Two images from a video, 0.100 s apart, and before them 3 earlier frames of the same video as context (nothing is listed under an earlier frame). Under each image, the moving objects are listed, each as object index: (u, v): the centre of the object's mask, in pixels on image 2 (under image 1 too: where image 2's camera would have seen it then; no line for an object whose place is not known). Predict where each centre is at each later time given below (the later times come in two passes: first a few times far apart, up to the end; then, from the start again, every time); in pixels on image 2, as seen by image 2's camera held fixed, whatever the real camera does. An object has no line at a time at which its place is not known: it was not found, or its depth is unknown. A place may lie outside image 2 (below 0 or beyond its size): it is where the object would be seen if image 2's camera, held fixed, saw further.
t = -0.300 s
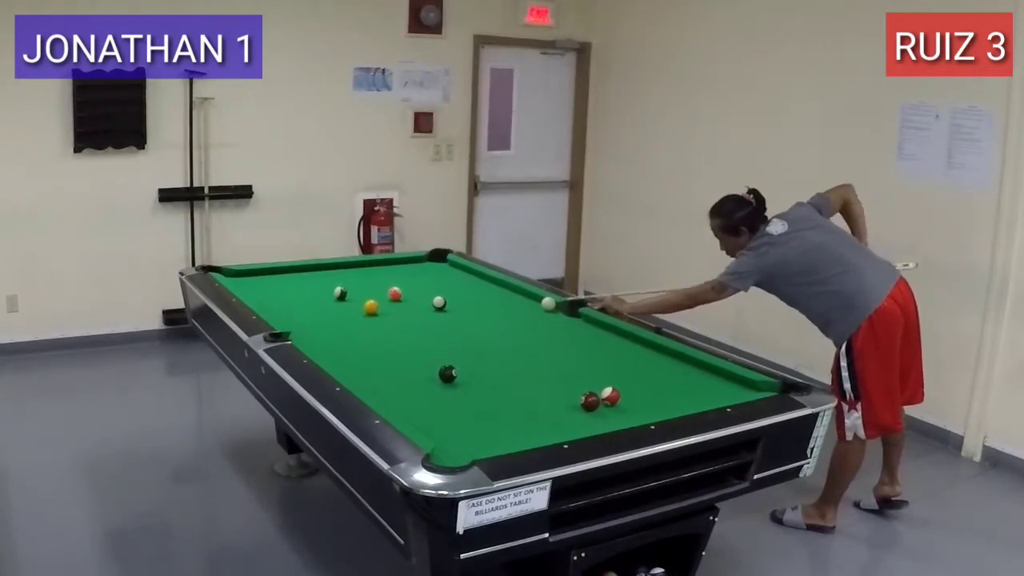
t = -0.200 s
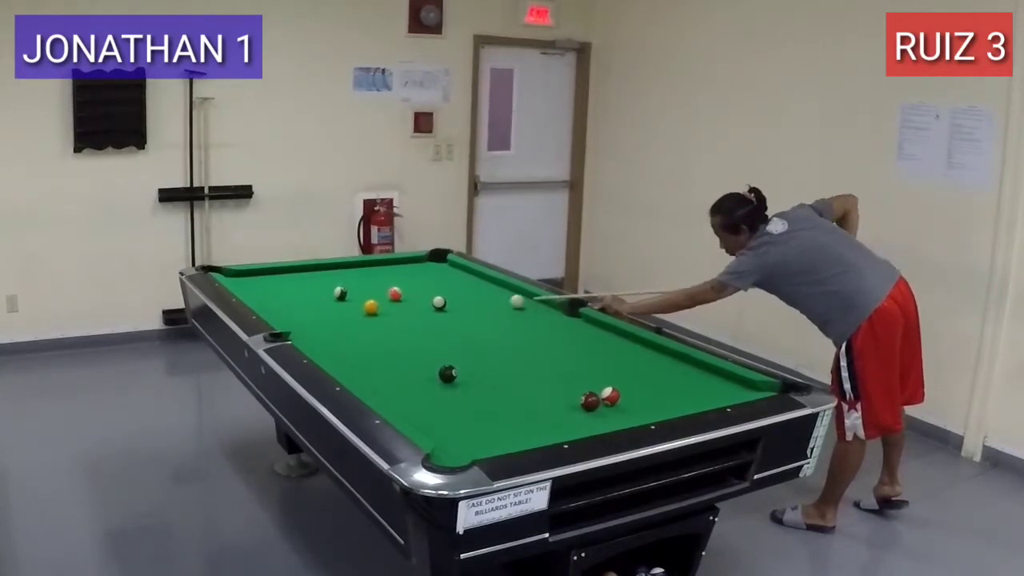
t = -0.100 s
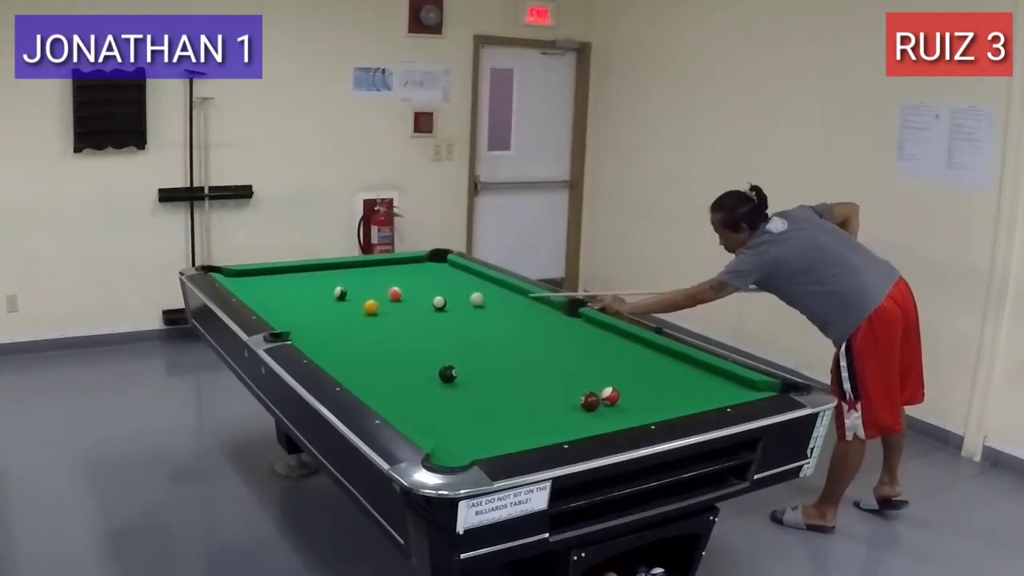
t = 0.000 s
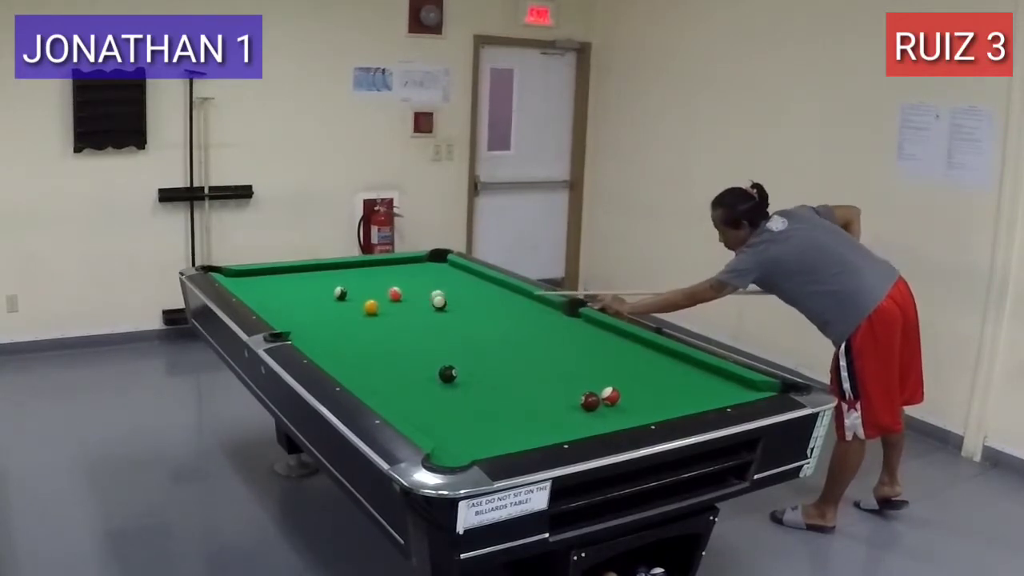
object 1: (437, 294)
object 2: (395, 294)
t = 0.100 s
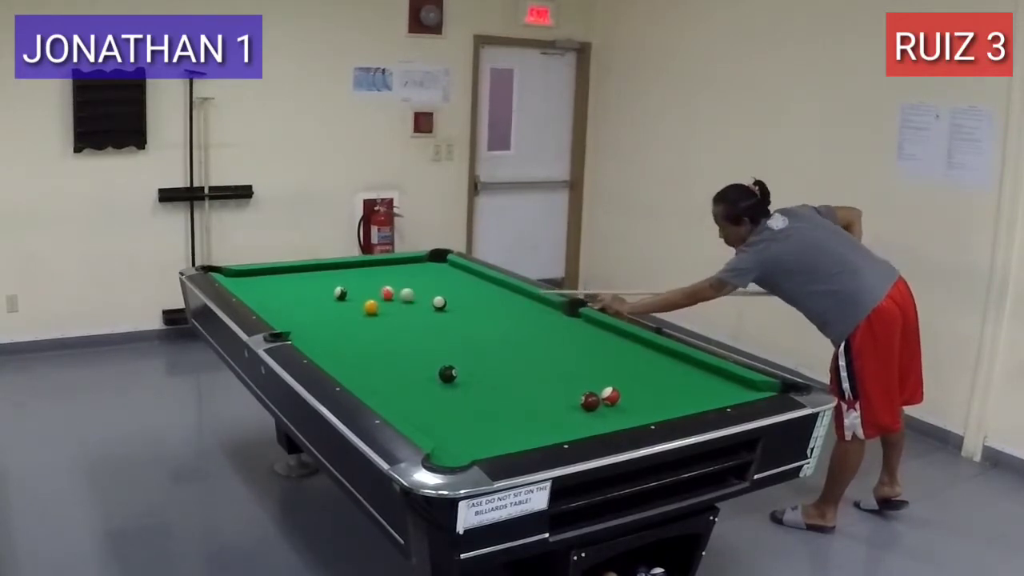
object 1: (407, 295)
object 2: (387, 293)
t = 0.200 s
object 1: (400, 295)
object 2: (358, 290)
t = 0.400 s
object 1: (379, 295)
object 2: (313, 286)
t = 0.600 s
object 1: (359, 296)
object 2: (273, 282)
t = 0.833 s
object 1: (337, 296)
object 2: (230, 276)
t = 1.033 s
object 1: (320, 297)
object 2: (238, 273)
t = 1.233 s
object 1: (304, 297)
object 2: (251, 273)
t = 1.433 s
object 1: (290, 298)
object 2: (264, 274)
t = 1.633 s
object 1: (276, 298)
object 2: (276, 275)
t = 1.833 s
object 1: (265, 298)
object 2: (288, 276)
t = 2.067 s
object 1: (256, 297)
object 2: (300, 277)
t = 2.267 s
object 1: (260, 297)
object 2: (309, 278)
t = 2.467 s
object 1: (263, 297)
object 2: (317, 279)
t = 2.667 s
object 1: (265, 297)
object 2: (324, 280)
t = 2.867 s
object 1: (265, 297)
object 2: (329, 281)
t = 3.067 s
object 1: (265, 297)
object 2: (333, 281)
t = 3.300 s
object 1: (265, 297)
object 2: (338, 281)
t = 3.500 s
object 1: (265, 297)
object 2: (340, 281)
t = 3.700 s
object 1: (265, 297)
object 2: (341, 281)
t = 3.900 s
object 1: (265, 297)
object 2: (341, 281)
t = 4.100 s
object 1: (265, 297)
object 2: (340, 281)
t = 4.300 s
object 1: (265, 297)
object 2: (340, 281)
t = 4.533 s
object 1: (265, 297)
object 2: (341, 281)
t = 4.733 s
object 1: (265, 296)
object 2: (340, 281)
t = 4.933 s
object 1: (265, 297)
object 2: (341, 281)
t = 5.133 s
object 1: (265, 297)
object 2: (341, 282)
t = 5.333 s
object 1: (265, 297)
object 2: (341, 281)
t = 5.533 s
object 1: (265, 297)
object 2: (341, 281)
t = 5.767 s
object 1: (265, 297)
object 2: (341, 282)
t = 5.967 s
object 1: (265, 297)
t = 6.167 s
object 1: (265, 297)
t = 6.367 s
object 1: (265, 297)
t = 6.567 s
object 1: (265, 297)
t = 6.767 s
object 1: (265, 297)
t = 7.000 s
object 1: (265, 297)
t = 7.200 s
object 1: (265, 297)
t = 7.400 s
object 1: (265, 297)
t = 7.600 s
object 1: (265, 297)
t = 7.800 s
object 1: (265, 297)
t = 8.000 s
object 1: (265, 297)
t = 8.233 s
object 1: (265, 297)
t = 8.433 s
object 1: (265, 297)
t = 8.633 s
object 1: (265, 297)
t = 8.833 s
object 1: (265, 297)
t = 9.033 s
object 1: (265, 297)
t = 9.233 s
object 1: (265, 297)
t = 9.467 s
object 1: (265, 297)
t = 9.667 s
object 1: (265, 297)
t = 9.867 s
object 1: (265, 297)
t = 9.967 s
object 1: (265, 297)
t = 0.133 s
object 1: (405, 295)
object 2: (377, 292)
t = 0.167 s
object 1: (403, 295)
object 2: (366, 291)
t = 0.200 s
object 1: (400, 295)
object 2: (358, 290)
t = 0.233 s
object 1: (396, 295)
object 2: (350, 288)
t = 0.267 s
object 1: (393, 295)
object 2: (344, 285)
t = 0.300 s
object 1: (389, 295)
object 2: (333, 286)
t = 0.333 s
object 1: (386, 295)
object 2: (328, 287)
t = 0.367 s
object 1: (382, 295)
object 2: (321, 287)
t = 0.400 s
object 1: (379, 295)
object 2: (313, 286)
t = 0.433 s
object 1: (376, 295)
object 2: (306, 285)
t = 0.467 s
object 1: (372, 294)
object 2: (300, 284)
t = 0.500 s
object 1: (368, 294)
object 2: (293, 284)
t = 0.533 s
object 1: (365, 295)
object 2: (286, 284)
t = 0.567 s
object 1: (362, 295)
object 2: (280, 283)
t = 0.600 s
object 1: (359, 296)
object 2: (273, 282)
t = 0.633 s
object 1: (356, 296)
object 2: (266, 281)
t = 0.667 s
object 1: (353, 296)
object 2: (260, 281)
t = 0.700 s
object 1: (350, 296)
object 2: (254, 280)
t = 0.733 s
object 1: (346, 296)
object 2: (248, 280)
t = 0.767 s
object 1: (343, 296)
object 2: (242, 279)
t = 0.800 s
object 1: (340, 296)
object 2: (236, 278)
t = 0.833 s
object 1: (337, 296)
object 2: (230, 276)
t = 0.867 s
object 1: (334, 296)
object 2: (231, 276)
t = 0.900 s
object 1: (331, 296)
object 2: (233, 276)
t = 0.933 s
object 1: (329, 296)
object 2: (234, 275)
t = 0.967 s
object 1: (325, 297)
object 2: (235, 275)
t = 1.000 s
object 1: (322, 297)
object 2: (237, 274)
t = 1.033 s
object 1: (320, 297)
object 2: (238, 273)
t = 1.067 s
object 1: (317, 297)
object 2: (239, 273)
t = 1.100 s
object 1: (314, 297)
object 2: (242, 273)
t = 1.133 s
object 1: (312, 297)
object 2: (244, 273)
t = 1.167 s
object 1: (309, 297)
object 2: (246, 273)
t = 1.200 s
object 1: (307, 297)
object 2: (249, 273)
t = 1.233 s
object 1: (304, 297)
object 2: (251, 273)
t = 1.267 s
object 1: (301, 297)
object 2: (254, 273)
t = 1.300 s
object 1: (299, 297)
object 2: (256, 274)
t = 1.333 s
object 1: (297, 297)
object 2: (258, 274)
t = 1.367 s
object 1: (294, 298)
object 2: (261, 274)
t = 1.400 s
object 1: (292, 298)
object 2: (262, 274)
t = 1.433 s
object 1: (290, 298)
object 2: (264, 274)
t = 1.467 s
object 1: (287, 297)
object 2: (267, 274)
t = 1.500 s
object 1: (285, 298)
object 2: (269, 274)
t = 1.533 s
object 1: (283, 298)
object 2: (271, 274)
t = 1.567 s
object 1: (280, 298)
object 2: (273, 275)
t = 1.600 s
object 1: (278, 298)
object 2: (275, 275)
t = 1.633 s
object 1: (276, 298)
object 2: (276, 275)
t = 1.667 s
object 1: (274, 298)
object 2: (279, 275)
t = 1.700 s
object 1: (272, 298)
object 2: (281, 275)
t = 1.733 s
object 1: (270, 298)
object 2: (283, 275)
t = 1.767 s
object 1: (268, 298)
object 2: (285, 276)
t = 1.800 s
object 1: (266, 298)
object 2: (287, 276)
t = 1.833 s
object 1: (265, 298)
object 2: (288, 276)
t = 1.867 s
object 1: (263, 298)
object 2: (290, 276)
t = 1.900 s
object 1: (261, 298)
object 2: (291, 276)
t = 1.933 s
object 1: (260, 297)
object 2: (293, 277)
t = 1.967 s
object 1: (258, 297)
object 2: (295, 277)
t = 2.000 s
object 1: (257, 297)
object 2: (297, 277)
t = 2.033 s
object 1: (256, 297)
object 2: (299, 277)
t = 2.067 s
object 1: (256, 297)
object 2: (300, 277)
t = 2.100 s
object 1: (256, 296)
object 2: (301, 277)
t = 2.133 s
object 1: (258, 297)
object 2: (303, 277)
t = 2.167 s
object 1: (258, 297)
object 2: (305, 277)
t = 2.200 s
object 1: (259, 297)
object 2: (306, 278)
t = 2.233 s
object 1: (260, 297)
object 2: (307, 278)
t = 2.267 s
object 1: (260, 297)
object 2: (309, 278)
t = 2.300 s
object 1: (261, 297)
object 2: (310, 278)
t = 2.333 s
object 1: (261, 297)
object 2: (312, 278)
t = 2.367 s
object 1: (261, 297)
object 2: (313, 278)
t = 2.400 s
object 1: (262, 297)
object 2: (314, 278)
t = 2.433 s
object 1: (262, 297)
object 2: (316, 278)
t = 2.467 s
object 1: (263, 297)
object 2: (317, 279)
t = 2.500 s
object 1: (263, 297)
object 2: (318, 279)
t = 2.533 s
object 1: (264, 297)
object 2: (320, 279)
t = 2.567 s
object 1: (264, 297)
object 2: (321, 279)
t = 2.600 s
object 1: (265, 297)
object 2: (322, 280)
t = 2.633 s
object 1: (265, 297)
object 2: (323, 280)
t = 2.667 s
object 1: (265, 297)
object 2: (324, 280)
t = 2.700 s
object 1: (265, 297)
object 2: (324, 280)
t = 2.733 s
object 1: (265, 297)
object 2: (325, 280)
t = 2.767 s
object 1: (265, 297)
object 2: (326, 280)
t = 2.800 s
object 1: (266, 297)
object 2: (327, 280)
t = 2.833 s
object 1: (265, 297)
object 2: (327, 281)
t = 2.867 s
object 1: (265, 297)
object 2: (329, 281)
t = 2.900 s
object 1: (265, 297)
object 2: (329, 280)
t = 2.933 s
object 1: (265, 297)
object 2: (331, 281)
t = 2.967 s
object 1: (266, 297)
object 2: (332, 281)
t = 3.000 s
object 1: (265, 297)
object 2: (332, 281)
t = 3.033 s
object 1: (265, 297)
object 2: (333, 281)
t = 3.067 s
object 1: (265, 297)
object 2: (333, 281)
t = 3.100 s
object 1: (265, 297)
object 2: (334, 281)
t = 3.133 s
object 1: (265, 297)
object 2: (335, 281)
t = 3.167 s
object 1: (265, 297)
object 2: (335, 281)
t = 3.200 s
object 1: (265, 297)
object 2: (336, 281)
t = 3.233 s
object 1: (265, 297)
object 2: (337, 281)
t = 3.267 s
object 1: (265, 297)
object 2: (337, 281)
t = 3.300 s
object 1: (265, 297)
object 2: (338, 281)
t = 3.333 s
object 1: (265, 297)
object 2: (339, 281)
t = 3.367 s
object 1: (265, 297)
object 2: (339, 281)
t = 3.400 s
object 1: (265, 296)
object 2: (339, 281)
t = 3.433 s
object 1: (265, 296)
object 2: (339, 281)
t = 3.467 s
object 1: (265, 297)
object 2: (340, 281)
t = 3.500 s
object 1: (265, 297)
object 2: (340, 281)
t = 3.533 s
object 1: (265, 297)
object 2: (340, 281)
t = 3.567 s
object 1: (265, 297)
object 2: (340, 281)
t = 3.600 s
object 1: (265, 297)
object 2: (341, 281)
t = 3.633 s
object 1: (265, 297)
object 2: (341, 281)
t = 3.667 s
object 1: (265, 297)
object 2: (341, 281)
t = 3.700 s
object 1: (265, 297)
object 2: (341, 281)
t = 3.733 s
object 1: (265, 297)
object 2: (341, 281)
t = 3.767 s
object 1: (265, 297)
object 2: (341, 281)
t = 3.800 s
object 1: (265, 296)
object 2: (341, 281)
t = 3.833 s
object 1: (265, 296)
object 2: (341, 281)
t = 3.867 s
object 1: (265, 297)
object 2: (341, 281)
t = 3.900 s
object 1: (265, 297)
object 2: (341, 281)
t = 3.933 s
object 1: (265, 297)
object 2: (341, 281)
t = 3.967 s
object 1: (265, 297)
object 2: (341, 281)
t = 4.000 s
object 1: (265, 296)
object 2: (340, 281)
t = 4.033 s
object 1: (265, 297)
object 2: (340, 281)
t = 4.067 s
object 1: (265, 297)
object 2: (340, 281)
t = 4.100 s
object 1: (265, 297)
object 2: (340, 281)
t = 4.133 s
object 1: (265, 297)
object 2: (340, 281)
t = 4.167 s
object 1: (265, 297)
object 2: (340, 281)
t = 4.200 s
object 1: (265, 297)
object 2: (340, 281)
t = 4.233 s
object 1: (265, 297)
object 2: (340, 281)
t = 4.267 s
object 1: (265, 297)
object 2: (340, 281)
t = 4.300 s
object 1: (265, 297)
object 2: (340, 281)
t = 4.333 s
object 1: (265, 297)
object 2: (340, 281)
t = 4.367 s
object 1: (265, 296)
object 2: (340, 281)
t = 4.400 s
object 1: (265, 297)
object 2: (340, 282)
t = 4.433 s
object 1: (265, 296)
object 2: (341, 281)
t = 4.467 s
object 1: (265, 297)
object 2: (341, 281)
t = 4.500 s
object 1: (265, 297)
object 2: (341, 281)
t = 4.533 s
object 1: (265, 297)
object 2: (341, 281)
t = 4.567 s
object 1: (265, 297)
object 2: (341, 282)
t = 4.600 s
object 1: (265, 296)
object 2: (341, 281)
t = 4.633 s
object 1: (265, 296)
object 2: (341, 281)
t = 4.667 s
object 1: (265, 296)
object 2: (341, 281)
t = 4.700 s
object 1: (265, 296)
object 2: (341, 281)
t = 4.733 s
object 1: (265, 296)
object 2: (340, 281)
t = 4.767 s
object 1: (265, 296)
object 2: (341, 281)
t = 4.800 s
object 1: (265, 296)
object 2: (341, 281)
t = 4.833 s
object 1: (265, 296)
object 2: (341, 281)
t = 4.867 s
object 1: (265, 296)
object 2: (341, 281)
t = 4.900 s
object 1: (265, 296)
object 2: (341, 281)
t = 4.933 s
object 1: (265, 297)
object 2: (341, 281)
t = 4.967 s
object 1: (265, 297)
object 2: (341, 281)
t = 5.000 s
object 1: (265, 297)
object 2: (341, 281)
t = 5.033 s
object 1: (265, 297)
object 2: (341, 281)
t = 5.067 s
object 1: (265, 297)
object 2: (341, 281)
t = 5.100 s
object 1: (265, 297)
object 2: (341, 281)
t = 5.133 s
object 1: (265, 297)
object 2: (341, 282)
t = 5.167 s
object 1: (265, 297)
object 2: (341, 281)
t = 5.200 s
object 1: (265, 297)
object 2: (341, 282)
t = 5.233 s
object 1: (265, 297)
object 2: (341, 282)
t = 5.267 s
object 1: (265, 297)
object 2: (341, 282)
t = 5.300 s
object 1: (265, 297)
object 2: (341, 282)
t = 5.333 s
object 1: (265, 297)
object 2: (341, 281)
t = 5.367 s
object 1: (265, 297)
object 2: (341, 281)
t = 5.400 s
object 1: (265, 297)
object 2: (341, 281)
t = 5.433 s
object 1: (265, 297)
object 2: (341, 281)
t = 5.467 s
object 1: (265, 297)
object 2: (341, 281)
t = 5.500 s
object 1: (265, 297)
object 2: (341, 281)
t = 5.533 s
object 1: (265, 297)
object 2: (341, 281)
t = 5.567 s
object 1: (265, 297)
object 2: (341, 282)
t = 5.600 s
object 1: (265, 297)
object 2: (341, 281)
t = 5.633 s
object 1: (265, 297)
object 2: (341, 282)
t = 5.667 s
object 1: (265, 297)
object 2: (341, 282)
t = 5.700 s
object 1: (265, 297)
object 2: (341, 282)
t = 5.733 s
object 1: (265, 297)
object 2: (341, 282)
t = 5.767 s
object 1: (265, 297)
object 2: (341, 282)
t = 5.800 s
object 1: (265, 297)
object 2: (341, 282)
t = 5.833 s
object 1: (265, 297)
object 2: (341, 282)
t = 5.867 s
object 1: (265, 297)
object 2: (341, 282)
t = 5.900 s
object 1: (265, 297)
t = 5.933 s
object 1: (265, 297)
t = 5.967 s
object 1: (265, 297)
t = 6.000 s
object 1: (265, 297)
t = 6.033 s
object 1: (265, 297)
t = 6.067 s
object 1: (265, 297)
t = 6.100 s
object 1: (265, 297)
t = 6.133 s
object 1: (265, 297)
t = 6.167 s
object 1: (265, 297)
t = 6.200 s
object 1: (265, 297)
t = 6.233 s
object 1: (265, 297)
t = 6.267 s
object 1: (265, 297)
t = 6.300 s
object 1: (265, 297)
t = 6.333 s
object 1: (265, 297)
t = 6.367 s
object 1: (265, 297)
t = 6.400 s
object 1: (265, 297)
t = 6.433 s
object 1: (265, 297)
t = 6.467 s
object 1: (265, 297)
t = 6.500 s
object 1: (265, 297)
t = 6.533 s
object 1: (265, 297)
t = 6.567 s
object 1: (265, 297)
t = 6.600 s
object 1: (265, 297)
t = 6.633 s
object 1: (265, 297)
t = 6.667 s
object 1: (265, 297)
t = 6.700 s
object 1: (265, 297)
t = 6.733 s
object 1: (265, 297)
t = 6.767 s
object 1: (265, 297)
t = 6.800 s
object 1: (265, 297)
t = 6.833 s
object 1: (265, 297)
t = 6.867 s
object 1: (265, 297)
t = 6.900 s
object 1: (265, 297)
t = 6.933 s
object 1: (265, 297)
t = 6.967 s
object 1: (265, 297)
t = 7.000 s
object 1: (265, 297)
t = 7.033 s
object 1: (265, 297)
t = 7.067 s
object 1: (265, 297)
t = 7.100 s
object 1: (265, 297)
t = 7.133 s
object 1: (265, 297)
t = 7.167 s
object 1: (265, 297)
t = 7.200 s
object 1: (265, 297)
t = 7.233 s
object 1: (265, 297)
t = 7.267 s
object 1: (265, 297)
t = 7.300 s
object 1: (265, 297)
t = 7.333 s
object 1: (265, 297)
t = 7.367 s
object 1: (265, 297)
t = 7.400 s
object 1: (265, 297)
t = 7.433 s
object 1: (265, 297)
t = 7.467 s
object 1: (265, 297)
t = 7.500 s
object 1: (265, 297)
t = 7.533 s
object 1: (265, 297)
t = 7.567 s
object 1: (265, 297)
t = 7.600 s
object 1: (265, 297)
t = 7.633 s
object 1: (265, 297)
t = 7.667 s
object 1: (265, 297)
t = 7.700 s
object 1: (265, 297)
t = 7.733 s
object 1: (265, 297)
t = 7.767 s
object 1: (265, 297)
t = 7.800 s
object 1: (265, 297)
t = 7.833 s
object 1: (265, 297)
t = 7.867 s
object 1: (265, 297)
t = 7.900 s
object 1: (265, 297)
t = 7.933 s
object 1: (265, 297)
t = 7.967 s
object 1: (265, 297)
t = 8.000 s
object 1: (265, 297)
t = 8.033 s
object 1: (265, 297)
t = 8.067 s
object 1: (265, 297)
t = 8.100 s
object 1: (265, 297)
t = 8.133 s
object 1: (265, 297)
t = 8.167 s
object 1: (265, 297)
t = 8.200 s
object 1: (265, 297)
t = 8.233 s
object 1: (265, 297)
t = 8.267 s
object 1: (265, 297)
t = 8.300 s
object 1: (265, 297)
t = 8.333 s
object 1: (265, 297)
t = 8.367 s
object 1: (265, 297)
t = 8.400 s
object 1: (265, 297)
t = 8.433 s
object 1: (265, 297)
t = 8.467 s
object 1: (265, 297)
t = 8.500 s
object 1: (265, 297)
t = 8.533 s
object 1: (265, 297)
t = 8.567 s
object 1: (265, 297)
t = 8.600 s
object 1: (265, 297)
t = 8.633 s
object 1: (265, 297)
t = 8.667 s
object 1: (265, 297)
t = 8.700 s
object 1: (265, 297)
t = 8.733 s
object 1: (265, 297)
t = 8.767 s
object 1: (265, 297)
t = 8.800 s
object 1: (265, 297)
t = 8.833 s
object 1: (265, 297)
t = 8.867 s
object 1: (265, 297)
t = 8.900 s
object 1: (265, 297)
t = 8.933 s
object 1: (265, 297)
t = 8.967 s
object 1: (265, 297)
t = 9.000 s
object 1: (265, 297)
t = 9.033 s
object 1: (265, 297)
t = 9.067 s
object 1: (265, 297)
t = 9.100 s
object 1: (265, 297)
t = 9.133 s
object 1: (265, 297)
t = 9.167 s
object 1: (265, 297)
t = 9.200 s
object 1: (265, 297)
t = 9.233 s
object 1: (265, 297)
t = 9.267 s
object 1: (265, 297)
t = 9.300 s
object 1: (265, 297)
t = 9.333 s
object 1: (265, 297)
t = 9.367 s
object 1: (265, 297)
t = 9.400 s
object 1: (265, 297)
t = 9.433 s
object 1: (265, 297)
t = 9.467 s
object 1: (265, 297)
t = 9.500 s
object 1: (265, 297)
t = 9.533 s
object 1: (265, 297)
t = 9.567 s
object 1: (265, 297)
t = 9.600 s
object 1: (265, 297)
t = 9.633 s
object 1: (265, 297)
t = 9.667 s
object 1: (265, 297)
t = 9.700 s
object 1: (265, 297)
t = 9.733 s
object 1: (265, 297)
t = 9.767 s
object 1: (265, 297)
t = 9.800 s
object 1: (265, 297)
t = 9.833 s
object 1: (265, 297)
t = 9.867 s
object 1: (265, 297)
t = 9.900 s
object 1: (265, 297)
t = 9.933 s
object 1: (265, 297)
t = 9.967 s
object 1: (265, 297)
